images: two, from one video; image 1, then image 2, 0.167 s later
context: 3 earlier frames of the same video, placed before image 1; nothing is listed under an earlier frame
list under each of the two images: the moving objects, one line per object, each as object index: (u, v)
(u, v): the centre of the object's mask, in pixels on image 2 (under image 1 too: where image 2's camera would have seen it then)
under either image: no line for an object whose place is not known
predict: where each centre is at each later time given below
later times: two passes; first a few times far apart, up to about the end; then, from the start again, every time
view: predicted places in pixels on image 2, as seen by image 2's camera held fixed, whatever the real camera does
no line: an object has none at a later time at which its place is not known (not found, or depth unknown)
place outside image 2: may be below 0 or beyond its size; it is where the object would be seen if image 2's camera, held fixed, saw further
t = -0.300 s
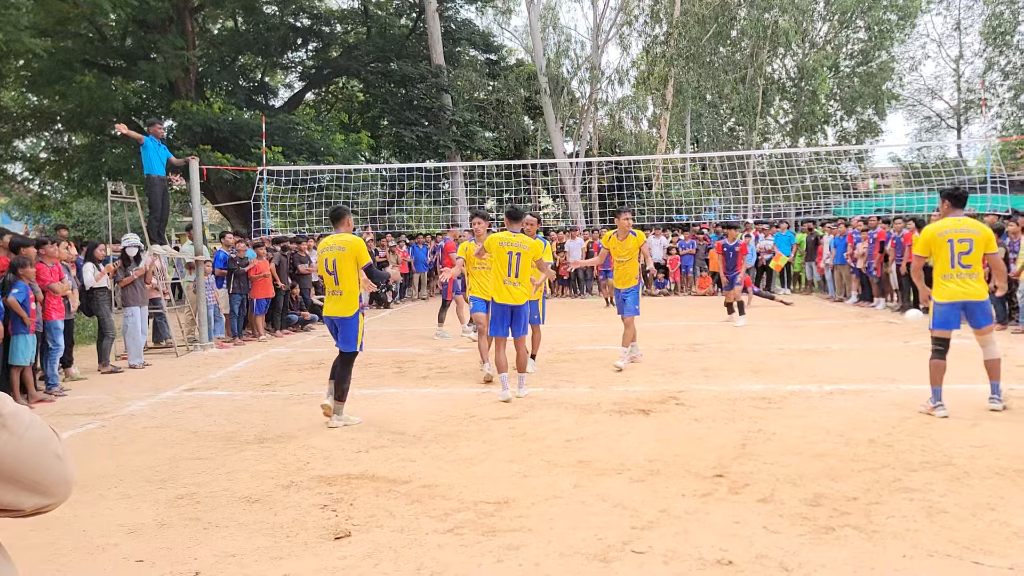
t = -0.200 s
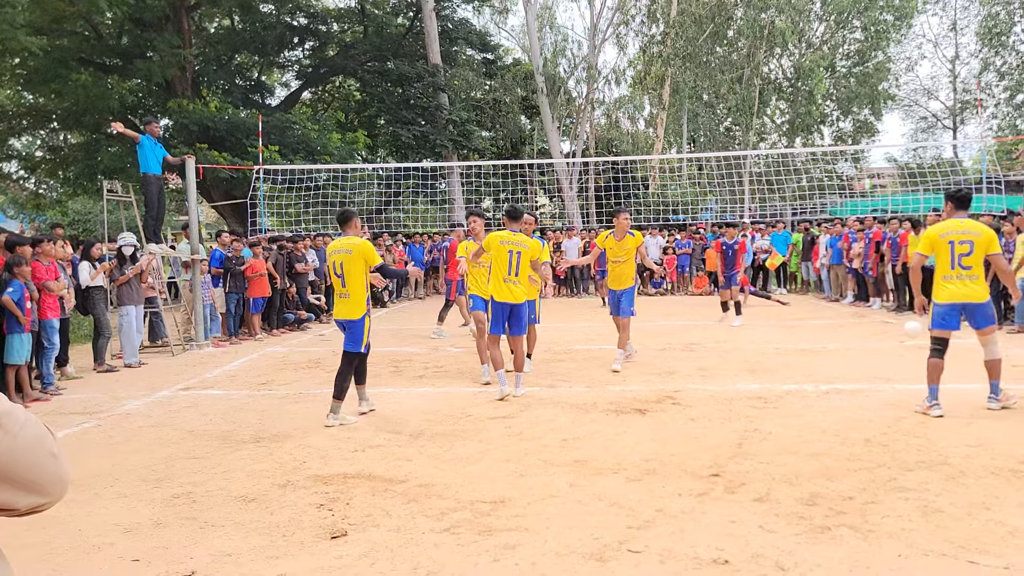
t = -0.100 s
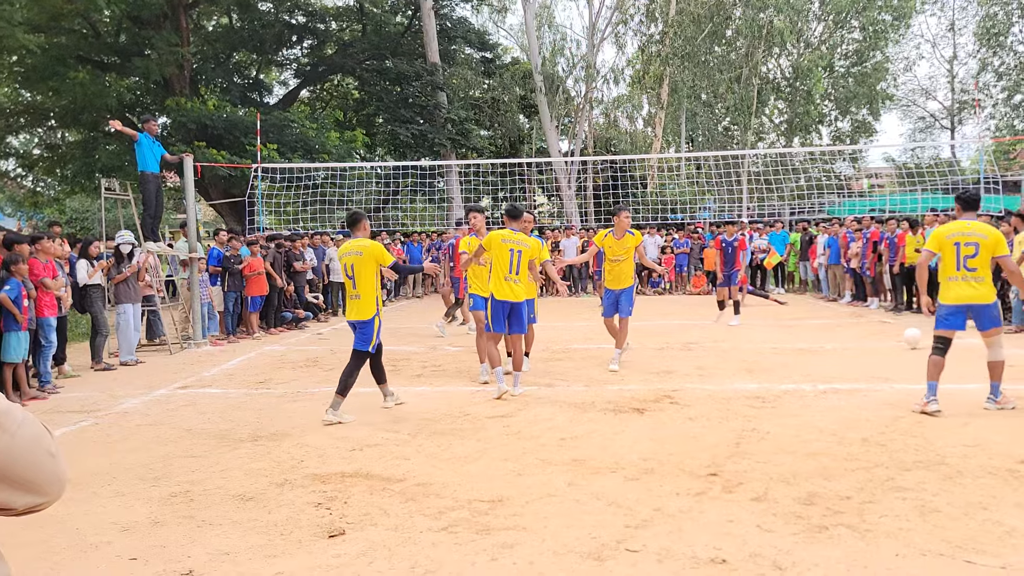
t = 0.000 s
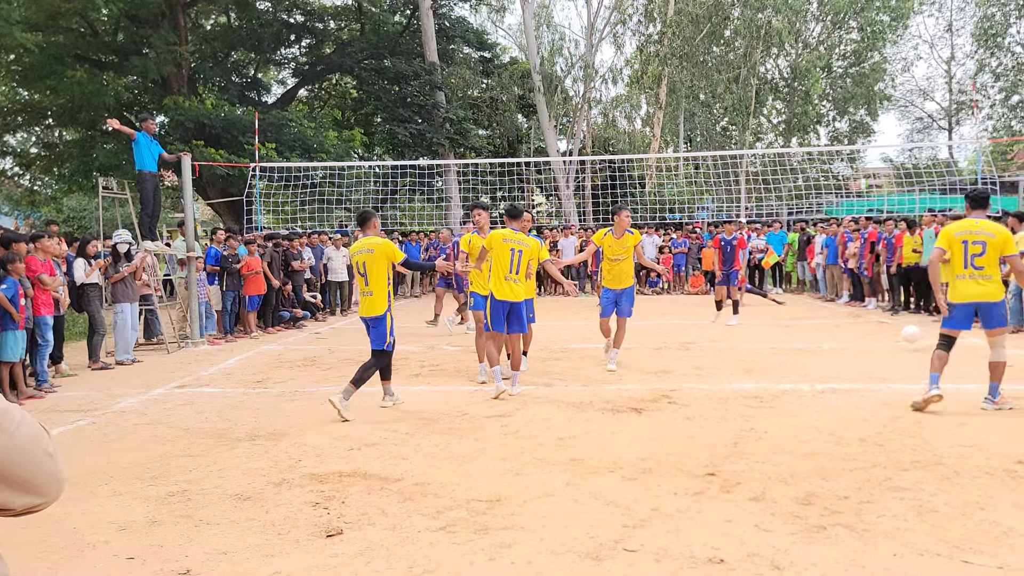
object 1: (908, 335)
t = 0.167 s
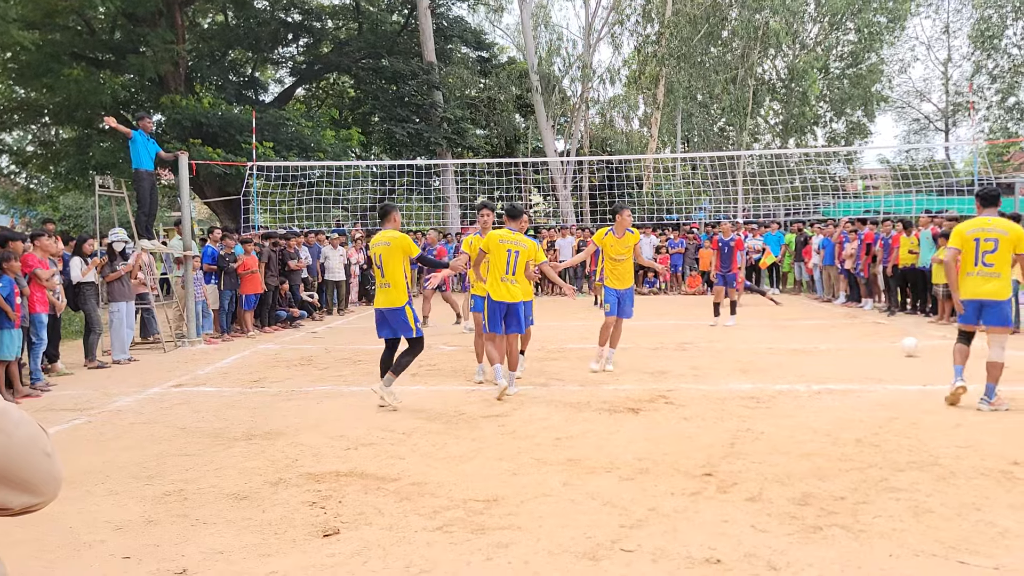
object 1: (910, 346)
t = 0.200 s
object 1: (910, 345)
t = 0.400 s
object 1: (913, 352)
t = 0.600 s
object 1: (915, 356)
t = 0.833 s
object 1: (916, 361)
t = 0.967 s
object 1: (919, 366)
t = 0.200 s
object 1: (910, 345)
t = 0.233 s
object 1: (911, 343)
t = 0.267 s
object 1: (910, 344)
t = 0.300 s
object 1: (911, 344)
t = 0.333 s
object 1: (911, 346)
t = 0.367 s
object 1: (913, 349)
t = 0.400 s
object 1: (913, 352)
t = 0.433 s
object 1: (914, 352)
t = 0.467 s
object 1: (914, 352)
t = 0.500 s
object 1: (914, 353)
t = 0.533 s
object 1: (914, 355)
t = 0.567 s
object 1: (915, 356)
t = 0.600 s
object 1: (915, 356)
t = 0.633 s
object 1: (916, 356)
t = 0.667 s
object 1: (915, 357)
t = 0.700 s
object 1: (915, 358)
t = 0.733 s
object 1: (915, 360)
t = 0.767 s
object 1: (915, 360)
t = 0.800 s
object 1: (916, 361)
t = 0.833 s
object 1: (916, 361)
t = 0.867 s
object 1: (917, 364)
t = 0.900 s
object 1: (917, 364)
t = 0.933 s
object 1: (918, 365)
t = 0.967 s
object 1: (919, 366)
